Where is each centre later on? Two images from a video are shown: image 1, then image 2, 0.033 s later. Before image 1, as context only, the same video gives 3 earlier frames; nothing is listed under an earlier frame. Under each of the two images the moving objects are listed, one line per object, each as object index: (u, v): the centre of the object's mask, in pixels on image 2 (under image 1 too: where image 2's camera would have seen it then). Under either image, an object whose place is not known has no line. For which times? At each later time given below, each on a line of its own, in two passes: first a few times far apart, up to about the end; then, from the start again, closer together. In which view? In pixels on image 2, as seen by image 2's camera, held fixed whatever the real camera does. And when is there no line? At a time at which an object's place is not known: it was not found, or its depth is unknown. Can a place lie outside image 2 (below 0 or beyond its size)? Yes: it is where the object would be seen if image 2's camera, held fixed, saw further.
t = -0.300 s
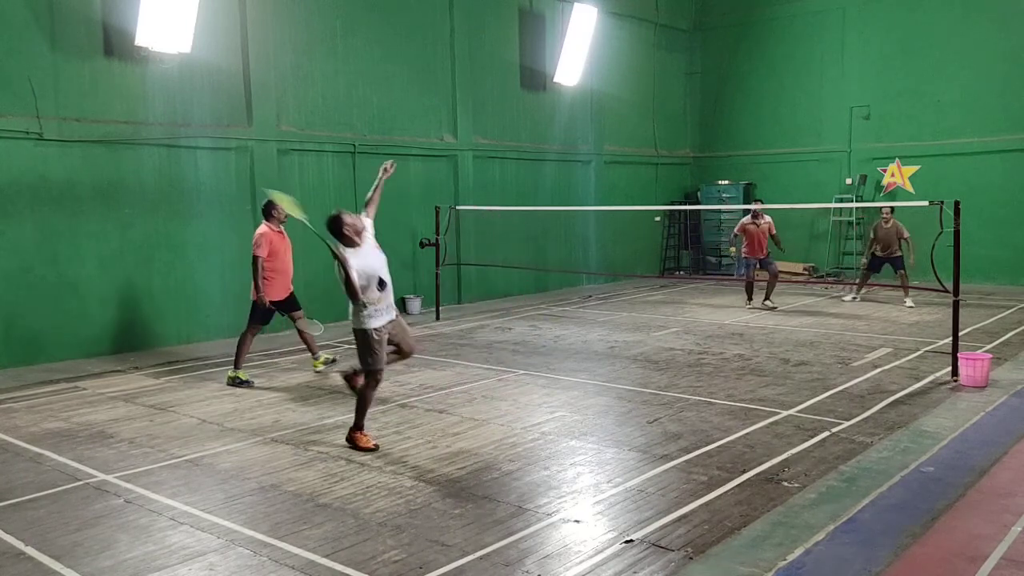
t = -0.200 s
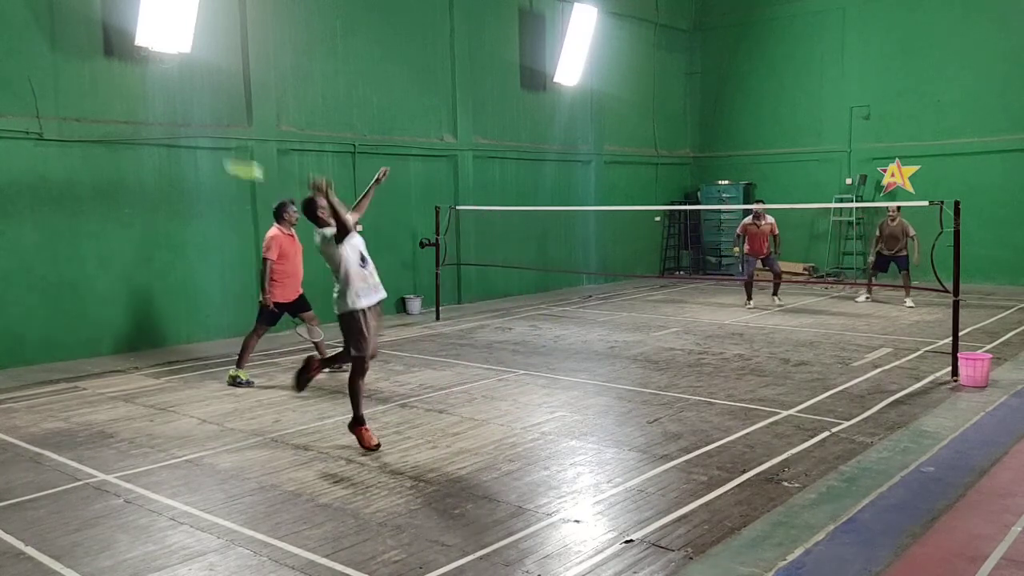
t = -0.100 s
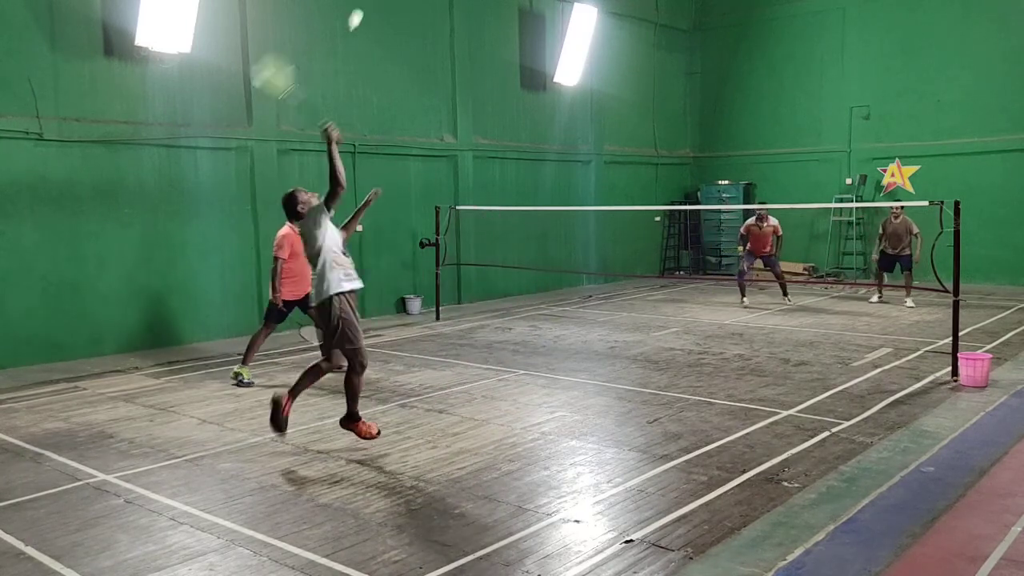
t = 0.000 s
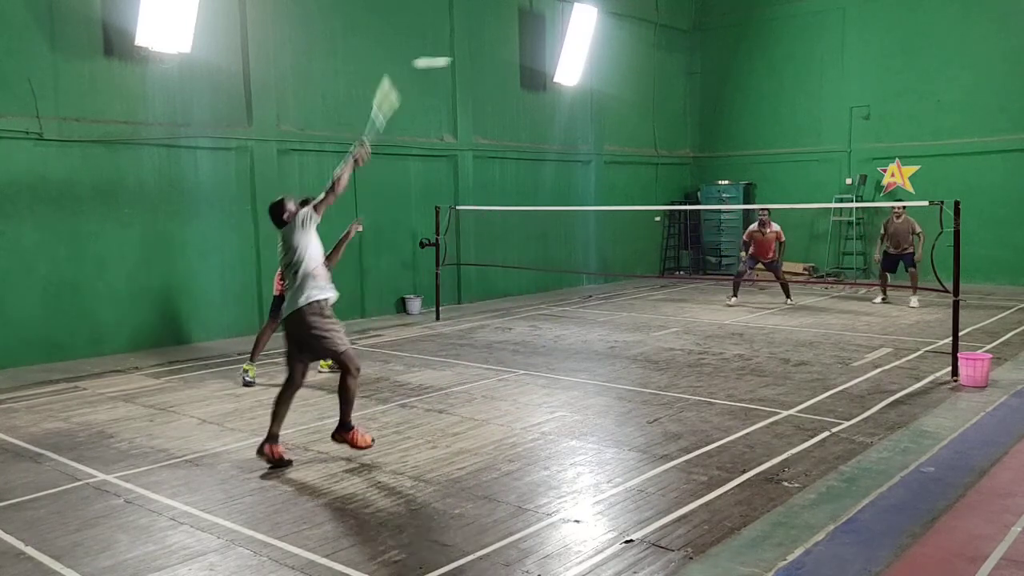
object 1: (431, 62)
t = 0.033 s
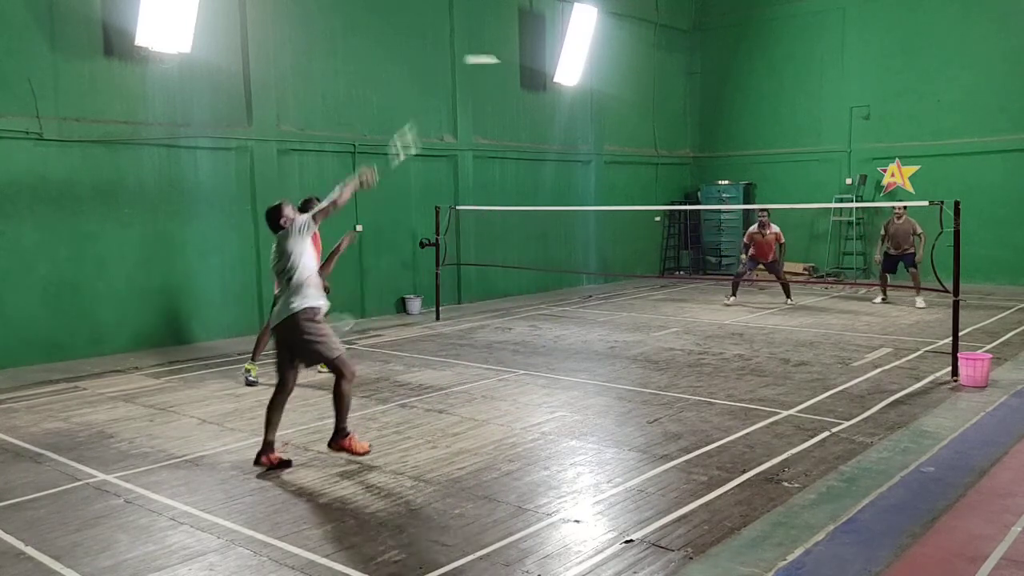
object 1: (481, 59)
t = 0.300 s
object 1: (699, 104)
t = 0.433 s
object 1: (756, 138)
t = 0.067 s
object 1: (522, 62)
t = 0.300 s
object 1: (699, 104)
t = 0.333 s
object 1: (715, 112)
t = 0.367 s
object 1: (731, 120)
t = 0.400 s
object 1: (744, 129)
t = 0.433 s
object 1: (756, 138)
